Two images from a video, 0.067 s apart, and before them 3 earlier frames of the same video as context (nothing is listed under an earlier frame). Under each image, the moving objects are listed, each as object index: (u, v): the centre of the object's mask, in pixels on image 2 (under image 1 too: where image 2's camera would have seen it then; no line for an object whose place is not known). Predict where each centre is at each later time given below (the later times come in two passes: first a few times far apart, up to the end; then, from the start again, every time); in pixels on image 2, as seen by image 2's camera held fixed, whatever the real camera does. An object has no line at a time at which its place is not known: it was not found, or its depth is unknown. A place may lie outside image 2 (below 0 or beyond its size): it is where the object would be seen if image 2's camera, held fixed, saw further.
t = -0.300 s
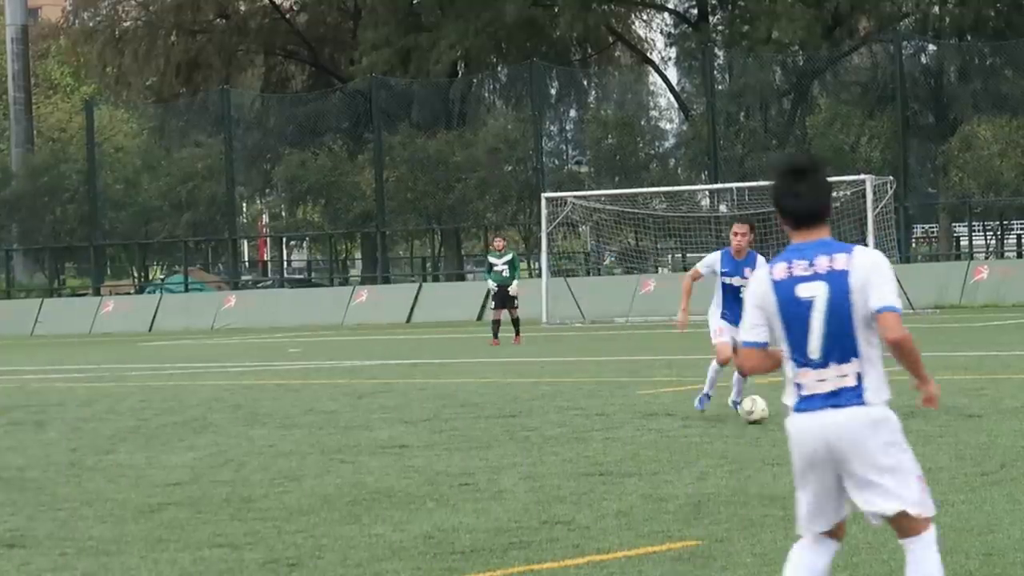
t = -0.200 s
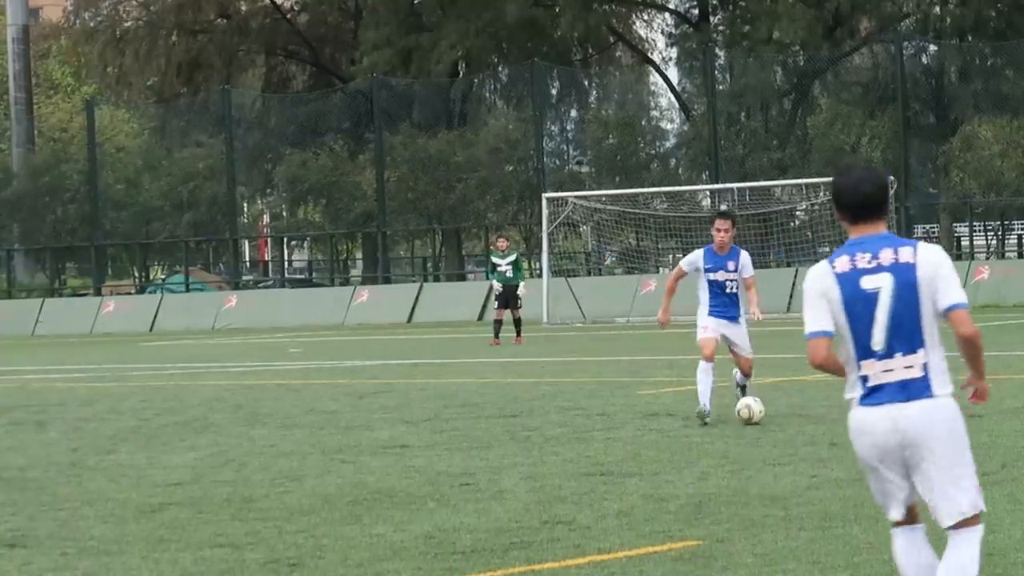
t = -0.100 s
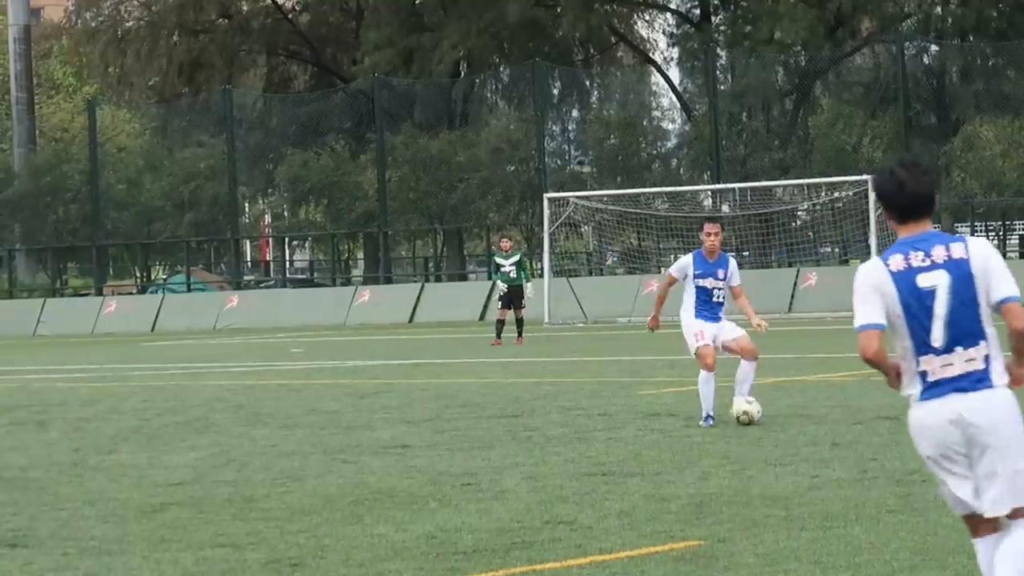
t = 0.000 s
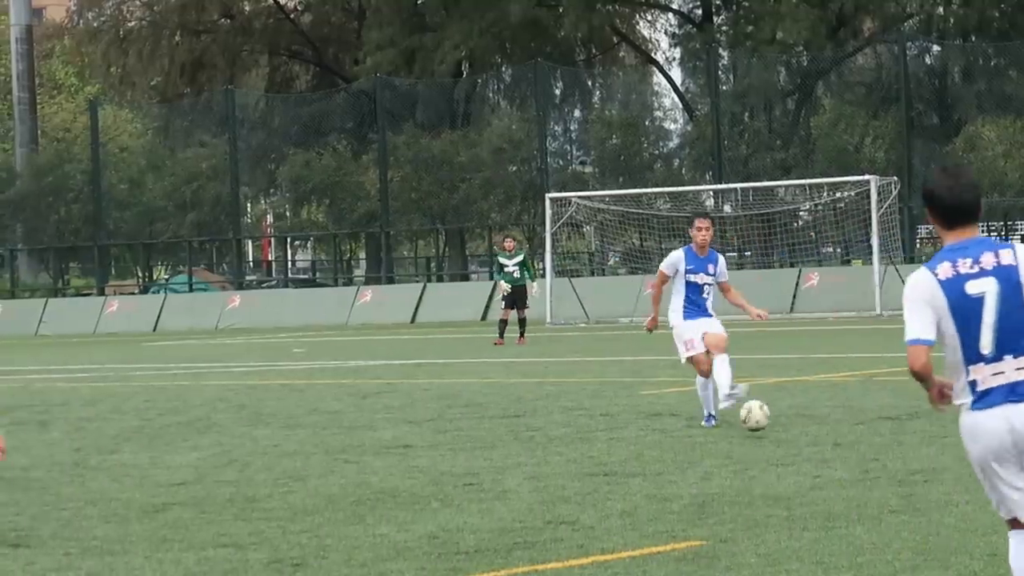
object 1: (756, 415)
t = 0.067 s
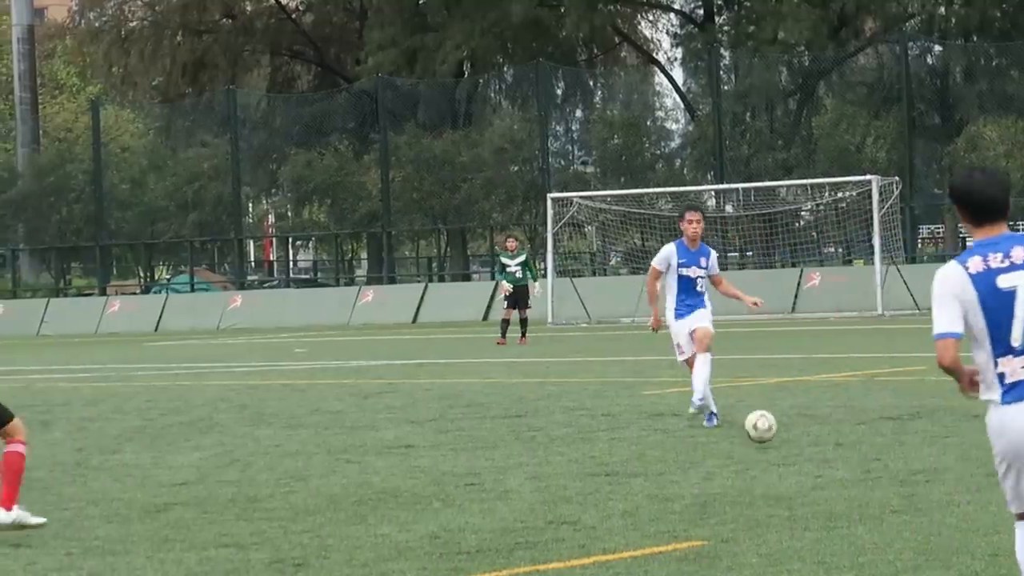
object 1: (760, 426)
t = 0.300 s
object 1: (769, 459)
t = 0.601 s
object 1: (774, 549)
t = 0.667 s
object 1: (773, 563)
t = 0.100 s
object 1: (762, 434)
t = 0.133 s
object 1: (764, 441)
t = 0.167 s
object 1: (764, 441)
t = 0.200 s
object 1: (766, 442)
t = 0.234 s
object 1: (767, 446)
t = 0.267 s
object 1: (768, 451)
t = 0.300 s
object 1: (769, 459)
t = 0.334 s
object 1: (771, 469)
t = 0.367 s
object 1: (772, 481)
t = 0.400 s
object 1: (772, 494)
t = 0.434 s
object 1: (772, 499)
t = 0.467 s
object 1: (773, 503)
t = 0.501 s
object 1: (773, 510)
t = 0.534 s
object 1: (773, 520)
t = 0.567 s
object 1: (774, 533)
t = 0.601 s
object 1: (774, 549)
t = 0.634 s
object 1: (773, 559)
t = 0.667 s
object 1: (773, 563)
